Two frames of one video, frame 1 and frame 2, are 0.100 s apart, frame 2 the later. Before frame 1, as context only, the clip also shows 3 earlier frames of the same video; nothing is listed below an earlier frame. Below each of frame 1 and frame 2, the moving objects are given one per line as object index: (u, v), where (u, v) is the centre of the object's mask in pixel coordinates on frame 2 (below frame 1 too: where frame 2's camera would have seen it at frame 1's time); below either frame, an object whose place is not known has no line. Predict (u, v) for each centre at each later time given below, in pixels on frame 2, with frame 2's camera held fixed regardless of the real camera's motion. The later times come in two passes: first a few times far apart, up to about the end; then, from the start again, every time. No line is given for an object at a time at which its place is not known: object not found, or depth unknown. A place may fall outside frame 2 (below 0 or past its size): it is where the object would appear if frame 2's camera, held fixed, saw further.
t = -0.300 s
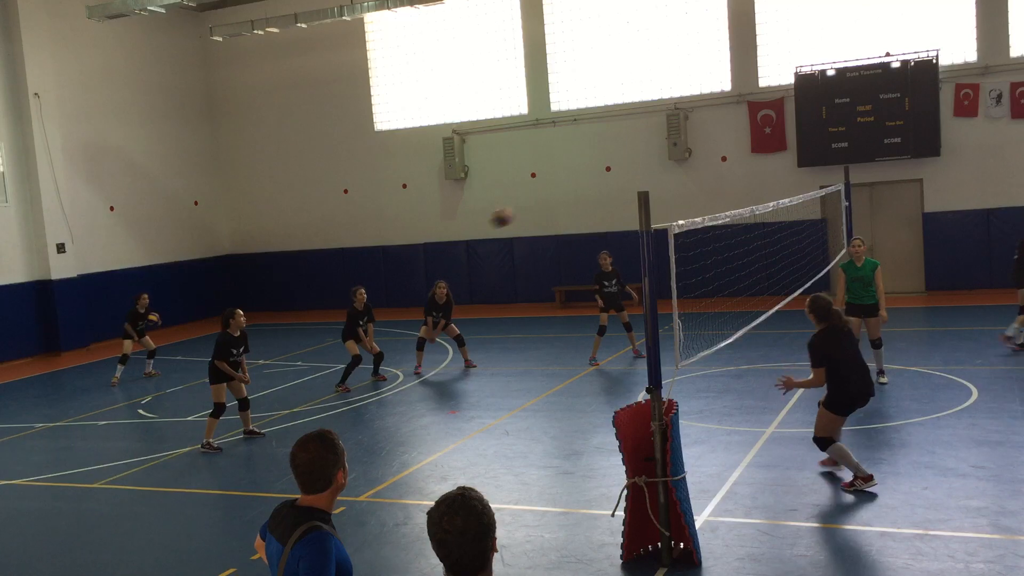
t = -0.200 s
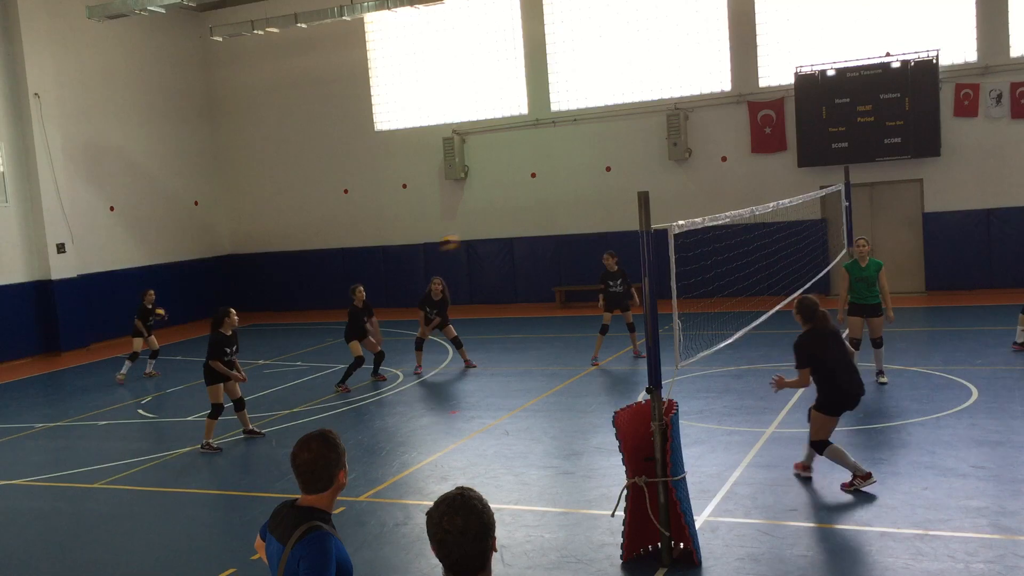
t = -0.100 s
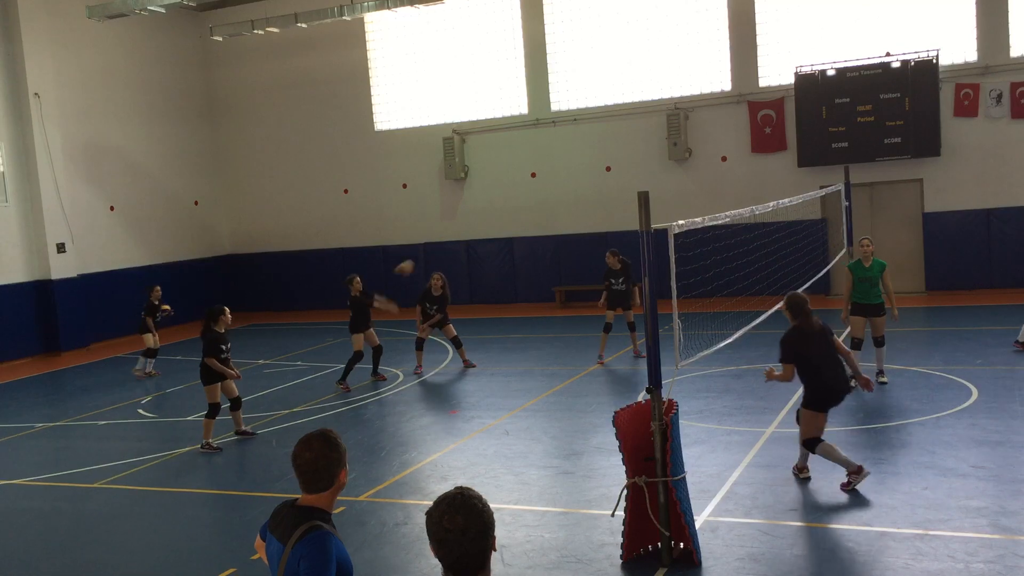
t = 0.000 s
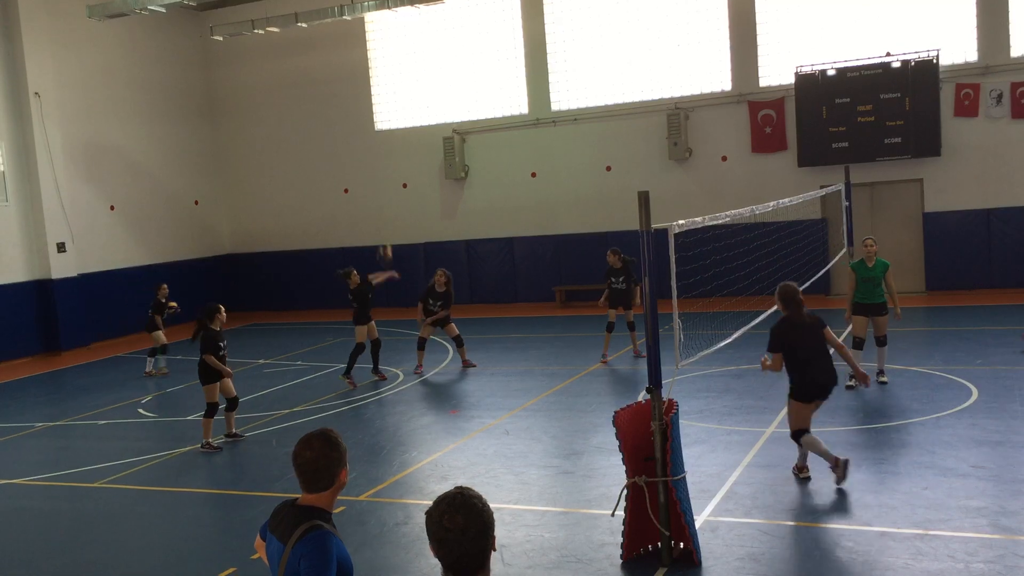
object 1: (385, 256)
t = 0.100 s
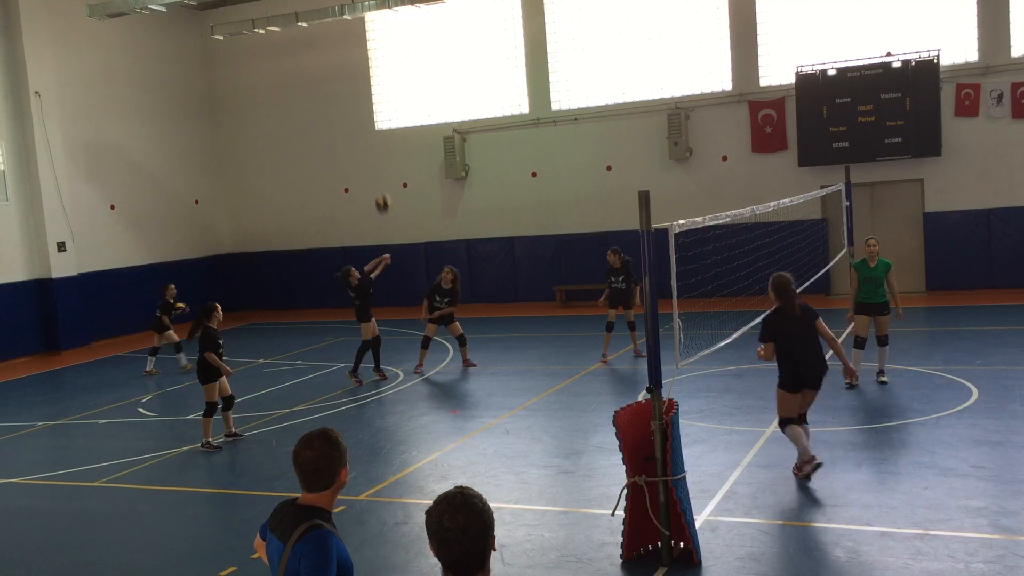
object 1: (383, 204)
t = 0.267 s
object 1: (381, 133)
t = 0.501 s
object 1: (381, 59)
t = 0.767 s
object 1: (388, 24)
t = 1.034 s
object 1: (402, 57)
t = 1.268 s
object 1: (422, 154)
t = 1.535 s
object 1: (458, 350)
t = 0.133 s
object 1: (382, 188)
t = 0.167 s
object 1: (382, 173)
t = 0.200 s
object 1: (382, 159)
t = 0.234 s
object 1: (381, 146)
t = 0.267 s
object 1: (381, 133)
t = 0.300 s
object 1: (381, 120)
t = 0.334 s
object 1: (380, 107)
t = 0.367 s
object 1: (380, 97)
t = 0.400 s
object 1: (380, 86)
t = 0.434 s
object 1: (380, 76)
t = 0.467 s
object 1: (380, 67)
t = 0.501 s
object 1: (381, 59)
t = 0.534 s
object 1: (381, 52)
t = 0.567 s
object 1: (382, 45)
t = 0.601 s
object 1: (383, 39)
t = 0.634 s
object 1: (384, 34)
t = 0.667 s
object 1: (384, 31)
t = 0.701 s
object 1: (385, 28)
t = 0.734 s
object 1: (387, 26)
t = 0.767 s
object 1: (388, 24)
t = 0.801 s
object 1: (389, 24)
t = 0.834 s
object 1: (390, 25)
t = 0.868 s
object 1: (392, 28)
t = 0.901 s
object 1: (394, 31)
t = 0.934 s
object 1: (395, 36)
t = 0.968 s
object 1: (397, 42)
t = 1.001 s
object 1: (399, 49)
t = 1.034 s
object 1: (402, 57)
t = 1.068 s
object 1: (404, 67)
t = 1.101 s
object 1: (407, 78)
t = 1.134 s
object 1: (409, 90)
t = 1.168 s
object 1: (412, 104)
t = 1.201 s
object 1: (415, 120)
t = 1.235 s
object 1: (418, 137)
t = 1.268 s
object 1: (422, 154)
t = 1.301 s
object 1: (425, 172)
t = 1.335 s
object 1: (429, 193)
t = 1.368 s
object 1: (433, 215)
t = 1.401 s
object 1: (437, 239)
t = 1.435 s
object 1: (442, 263)
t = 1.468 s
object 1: (447, 290)
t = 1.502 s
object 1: (454, 316)
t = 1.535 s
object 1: (458, 350)
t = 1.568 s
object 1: (463, 380)
